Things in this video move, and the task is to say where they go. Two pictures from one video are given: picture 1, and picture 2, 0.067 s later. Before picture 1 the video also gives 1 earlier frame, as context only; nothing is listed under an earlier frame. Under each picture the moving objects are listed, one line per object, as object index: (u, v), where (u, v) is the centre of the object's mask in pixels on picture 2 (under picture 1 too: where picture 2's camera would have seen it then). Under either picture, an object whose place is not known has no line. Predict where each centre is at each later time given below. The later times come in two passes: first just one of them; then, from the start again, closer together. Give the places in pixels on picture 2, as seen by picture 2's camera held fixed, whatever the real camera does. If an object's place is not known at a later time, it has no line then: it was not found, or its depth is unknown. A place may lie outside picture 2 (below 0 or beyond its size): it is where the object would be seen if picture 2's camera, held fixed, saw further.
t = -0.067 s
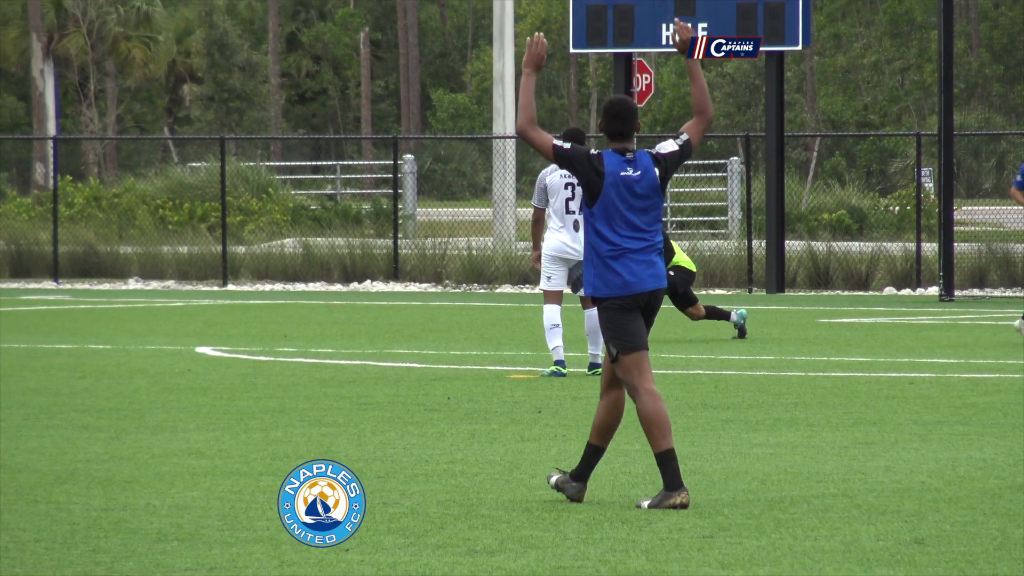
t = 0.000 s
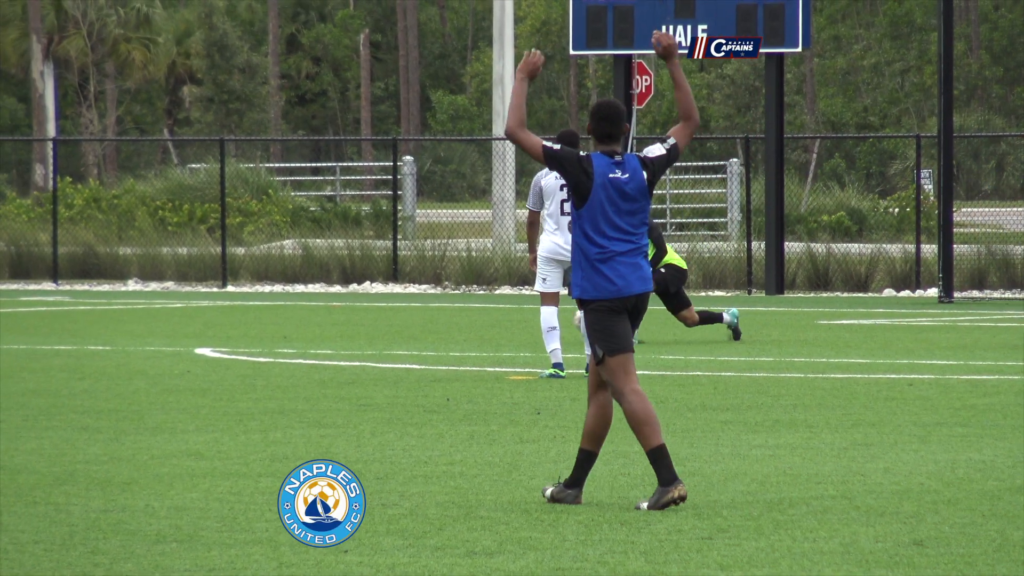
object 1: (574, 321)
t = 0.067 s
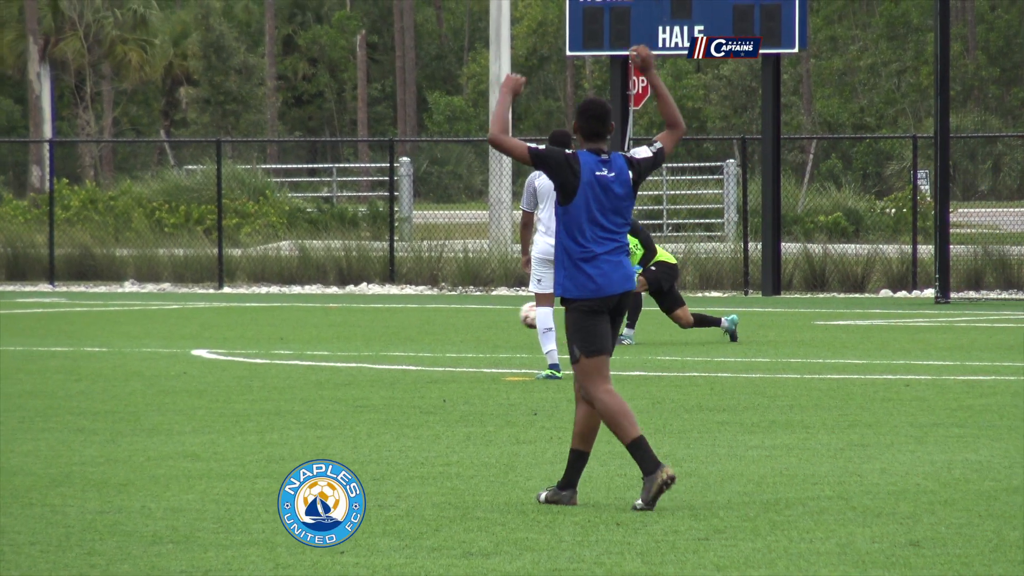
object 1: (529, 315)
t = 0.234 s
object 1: (401, 327)
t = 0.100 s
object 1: (507, 314)
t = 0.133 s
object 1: (481, 315)
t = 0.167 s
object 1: (455, 317)
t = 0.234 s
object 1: (401, 327)
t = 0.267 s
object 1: (373, 336)
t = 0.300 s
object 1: (346, 346)
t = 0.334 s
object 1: (321, 342)
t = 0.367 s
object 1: (296, 336)
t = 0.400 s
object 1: (271, 333)
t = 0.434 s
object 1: (245, 331)
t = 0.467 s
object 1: (219, 331)
